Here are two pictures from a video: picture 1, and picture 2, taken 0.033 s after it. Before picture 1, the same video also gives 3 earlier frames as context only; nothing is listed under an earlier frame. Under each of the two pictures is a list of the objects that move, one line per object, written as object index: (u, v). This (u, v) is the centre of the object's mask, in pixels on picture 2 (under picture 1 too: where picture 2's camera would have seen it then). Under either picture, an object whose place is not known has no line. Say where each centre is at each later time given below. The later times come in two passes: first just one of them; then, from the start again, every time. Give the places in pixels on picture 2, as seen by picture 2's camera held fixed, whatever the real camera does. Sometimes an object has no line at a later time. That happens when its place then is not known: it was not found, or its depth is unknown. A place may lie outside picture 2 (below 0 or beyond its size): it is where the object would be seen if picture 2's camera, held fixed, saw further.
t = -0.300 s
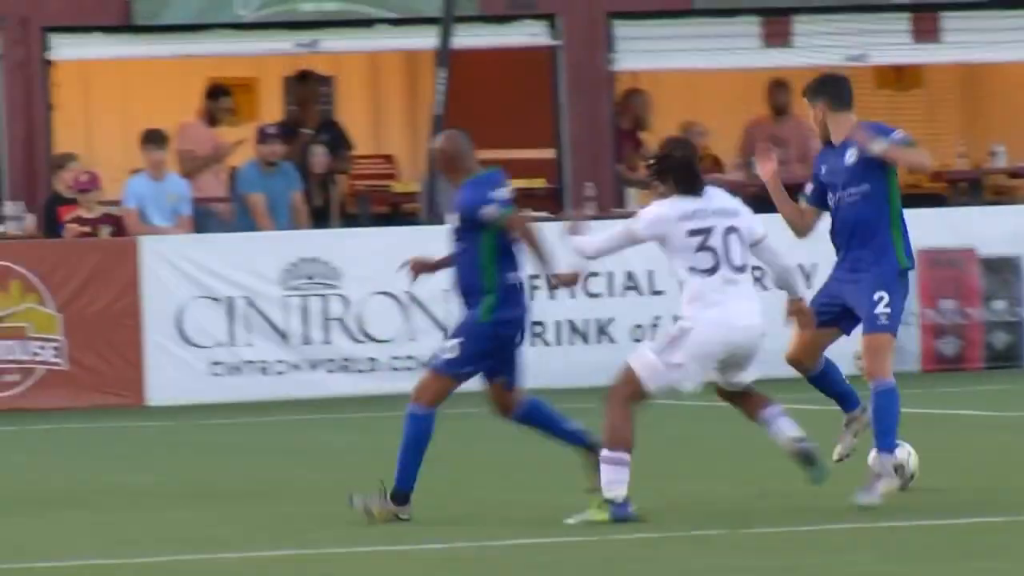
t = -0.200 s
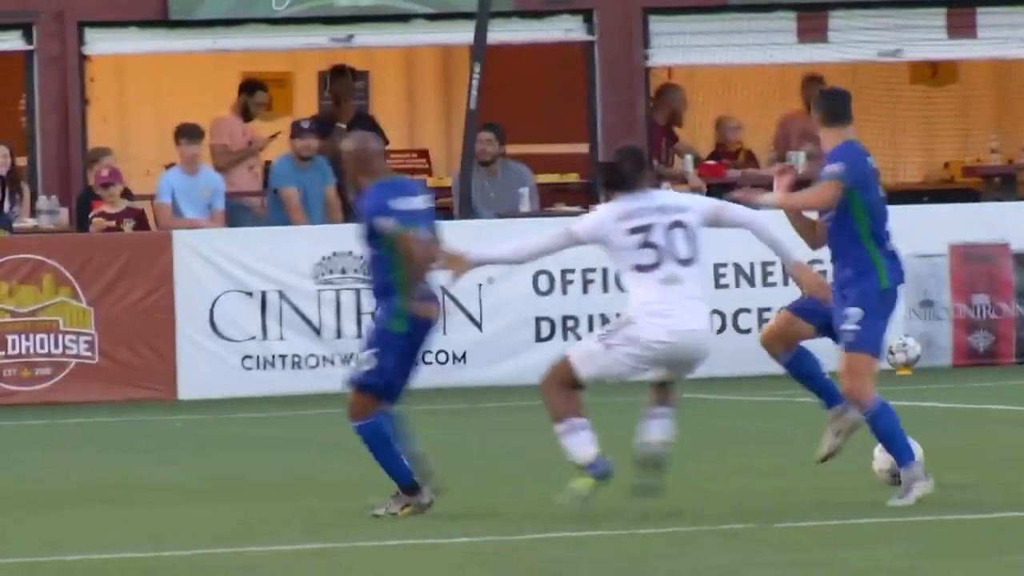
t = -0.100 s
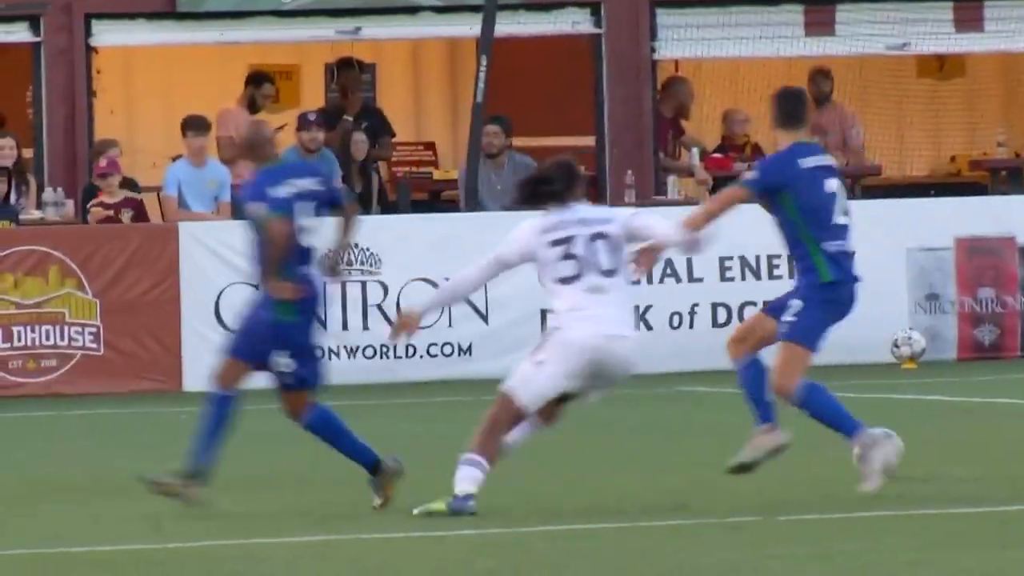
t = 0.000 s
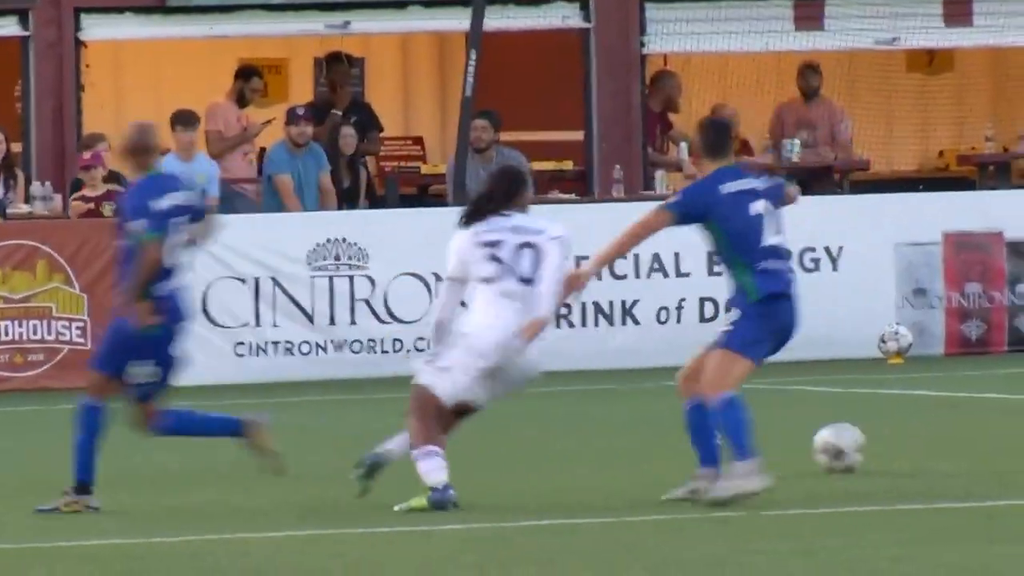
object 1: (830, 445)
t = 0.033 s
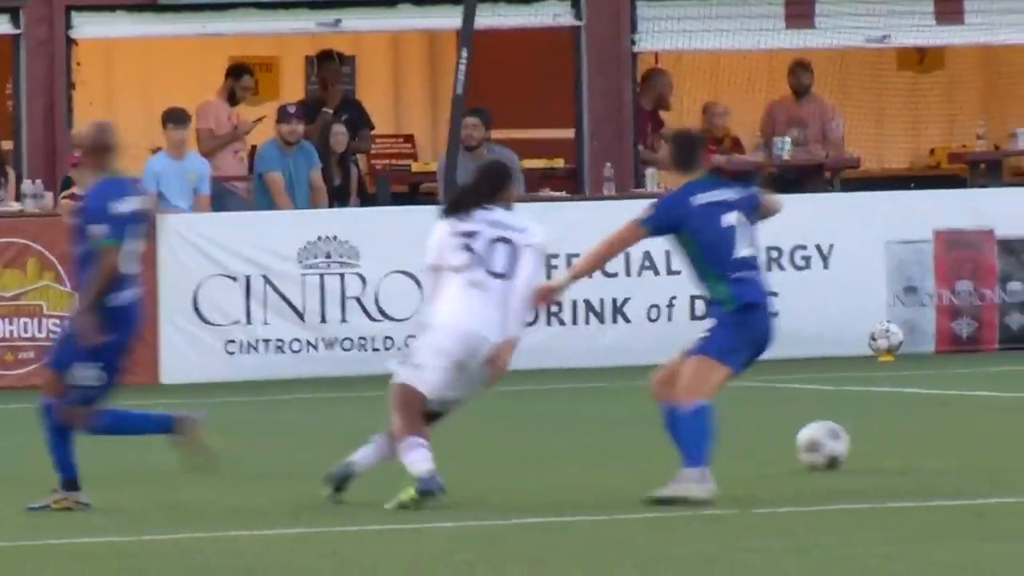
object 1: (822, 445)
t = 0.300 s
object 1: (759, 445)
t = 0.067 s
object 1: (815, 445)
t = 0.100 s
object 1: (806, 445)
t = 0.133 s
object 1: (798, 445)
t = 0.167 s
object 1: (789, 446)
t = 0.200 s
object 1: (782, 446)
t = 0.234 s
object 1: (774, 446)
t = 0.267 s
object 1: (765, 446)
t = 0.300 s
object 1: (759, 445)
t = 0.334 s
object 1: (752, 445)
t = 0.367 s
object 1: (744, 445)
